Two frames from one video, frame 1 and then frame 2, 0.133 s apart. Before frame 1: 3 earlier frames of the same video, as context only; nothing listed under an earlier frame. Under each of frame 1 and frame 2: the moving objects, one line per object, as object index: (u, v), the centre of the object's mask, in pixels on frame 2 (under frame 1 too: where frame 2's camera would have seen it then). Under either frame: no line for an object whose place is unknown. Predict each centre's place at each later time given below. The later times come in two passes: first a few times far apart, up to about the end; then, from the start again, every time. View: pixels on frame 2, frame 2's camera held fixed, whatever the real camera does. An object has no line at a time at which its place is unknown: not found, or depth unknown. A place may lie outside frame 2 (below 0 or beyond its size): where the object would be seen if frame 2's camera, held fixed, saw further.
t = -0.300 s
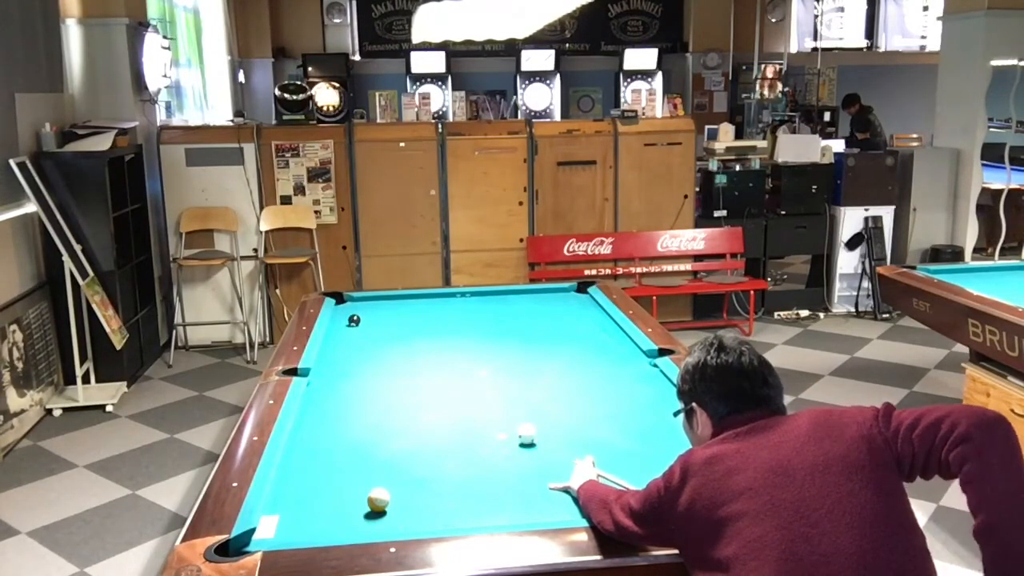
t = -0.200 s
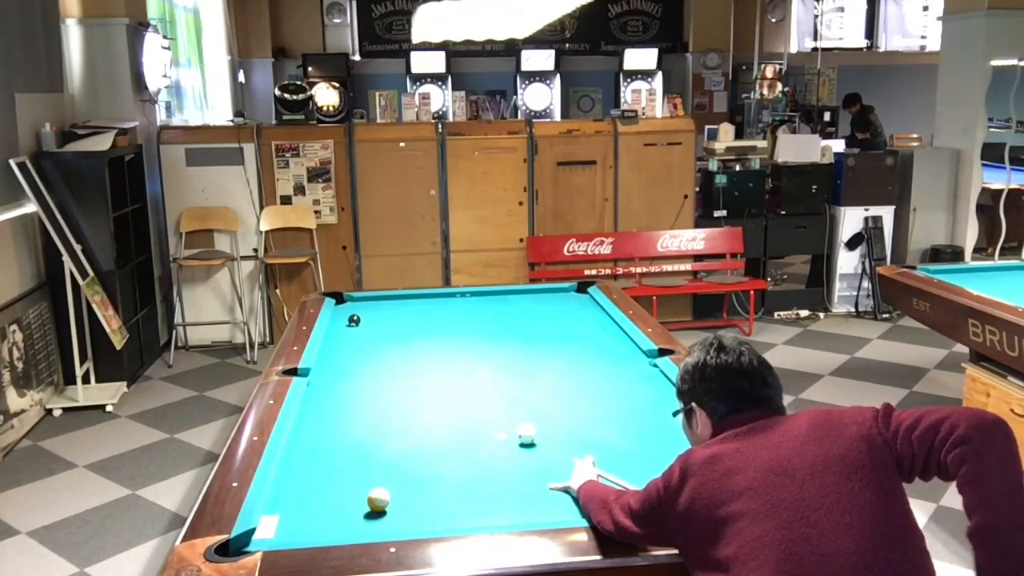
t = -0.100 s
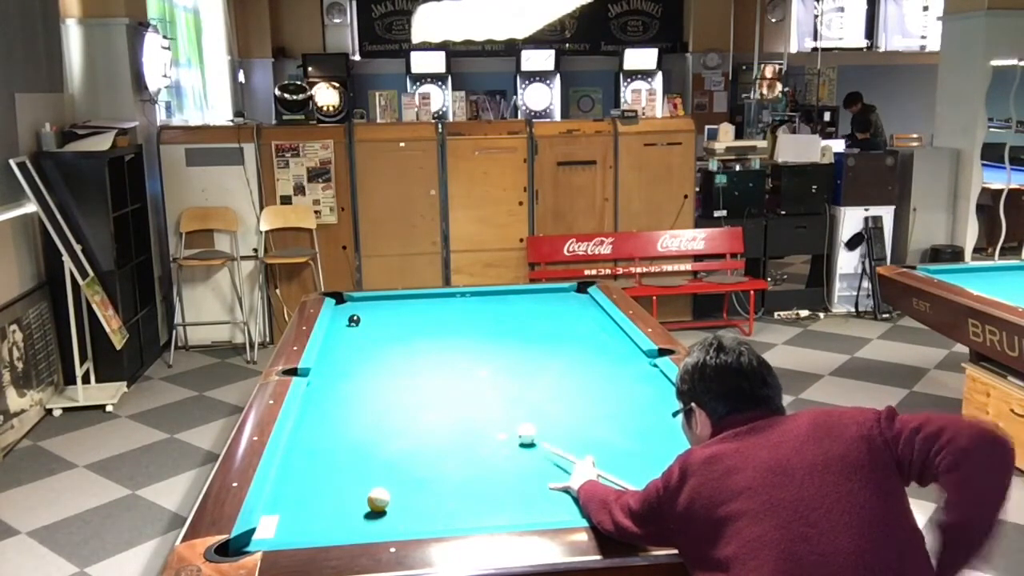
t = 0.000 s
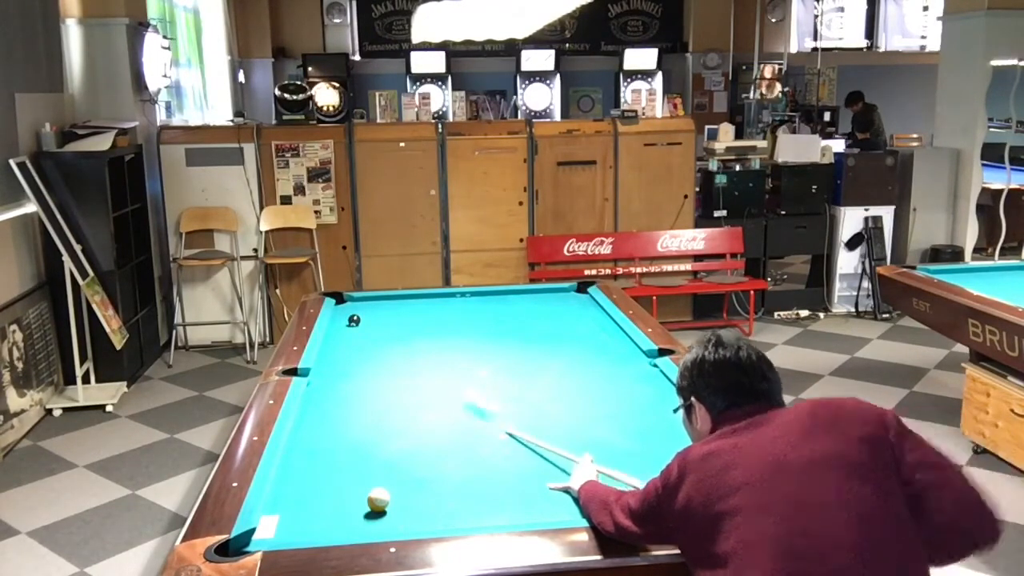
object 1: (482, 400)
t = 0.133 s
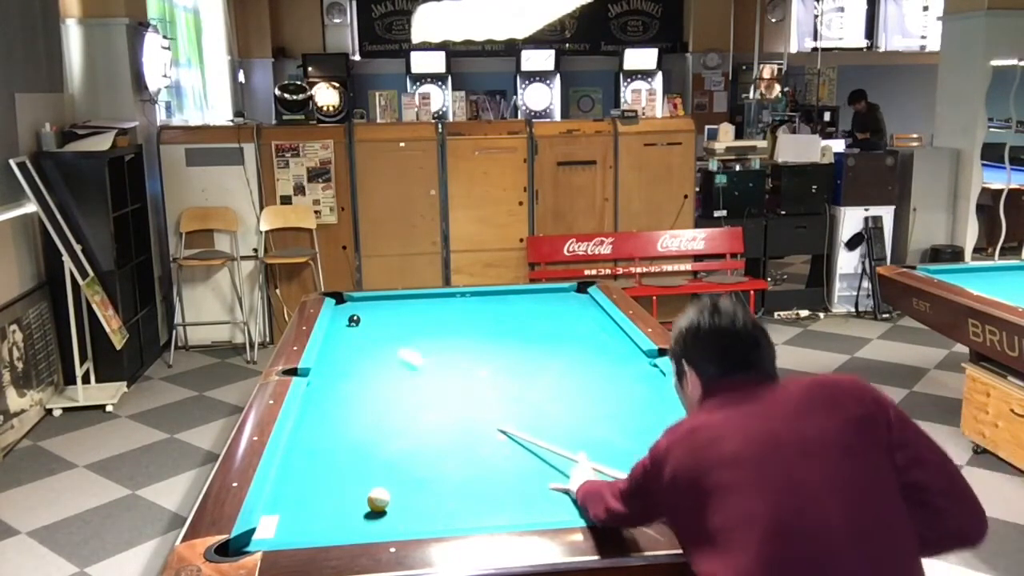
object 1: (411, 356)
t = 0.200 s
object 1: (386, 341)
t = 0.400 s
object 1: (335, 323)
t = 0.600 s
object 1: (353, 325)
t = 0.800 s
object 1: (371, 327)
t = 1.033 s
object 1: (392, 329)
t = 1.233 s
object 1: (409, 330)
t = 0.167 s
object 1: (398, 348)
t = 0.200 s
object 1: (386, 341)
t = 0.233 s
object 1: (376, 334)
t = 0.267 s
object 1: (365, 328)
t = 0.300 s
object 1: (355, 323)
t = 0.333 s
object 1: (347, 323)
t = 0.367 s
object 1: (341, 323)
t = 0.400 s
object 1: (335, 323)
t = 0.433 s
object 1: (337, 324)
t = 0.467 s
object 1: (341, 324)
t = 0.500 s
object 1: (343, 324)
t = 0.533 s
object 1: (347, 325)
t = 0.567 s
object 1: (350, 325)
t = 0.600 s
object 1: (353, 325)
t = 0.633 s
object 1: (356, 325)
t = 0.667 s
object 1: (359, 326)
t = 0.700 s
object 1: (362, 326)
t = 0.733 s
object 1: (365, 326)
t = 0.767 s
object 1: (368, 326)
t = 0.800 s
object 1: (371, 327)
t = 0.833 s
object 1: (373, 327)
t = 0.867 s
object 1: (376, 327)
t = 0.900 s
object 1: (379, 327)
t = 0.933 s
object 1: (382, 328)
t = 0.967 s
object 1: (385, 328)
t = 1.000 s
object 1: (388, 328)
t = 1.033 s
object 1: (392, 329)
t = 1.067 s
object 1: (394, 329)
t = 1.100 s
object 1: (397, 329)
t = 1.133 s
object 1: (400, 329)
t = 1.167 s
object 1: (403, 330)
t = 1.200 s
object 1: (406, 330)
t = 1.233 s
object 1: (409, 330)
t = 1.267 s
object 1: (411, 330)
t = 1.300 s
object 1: (414, 331)
